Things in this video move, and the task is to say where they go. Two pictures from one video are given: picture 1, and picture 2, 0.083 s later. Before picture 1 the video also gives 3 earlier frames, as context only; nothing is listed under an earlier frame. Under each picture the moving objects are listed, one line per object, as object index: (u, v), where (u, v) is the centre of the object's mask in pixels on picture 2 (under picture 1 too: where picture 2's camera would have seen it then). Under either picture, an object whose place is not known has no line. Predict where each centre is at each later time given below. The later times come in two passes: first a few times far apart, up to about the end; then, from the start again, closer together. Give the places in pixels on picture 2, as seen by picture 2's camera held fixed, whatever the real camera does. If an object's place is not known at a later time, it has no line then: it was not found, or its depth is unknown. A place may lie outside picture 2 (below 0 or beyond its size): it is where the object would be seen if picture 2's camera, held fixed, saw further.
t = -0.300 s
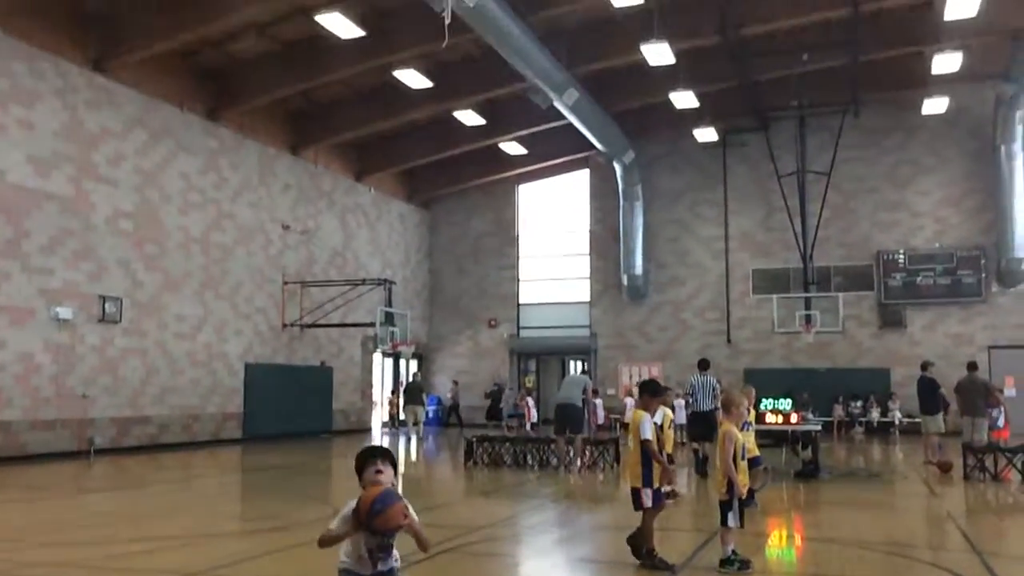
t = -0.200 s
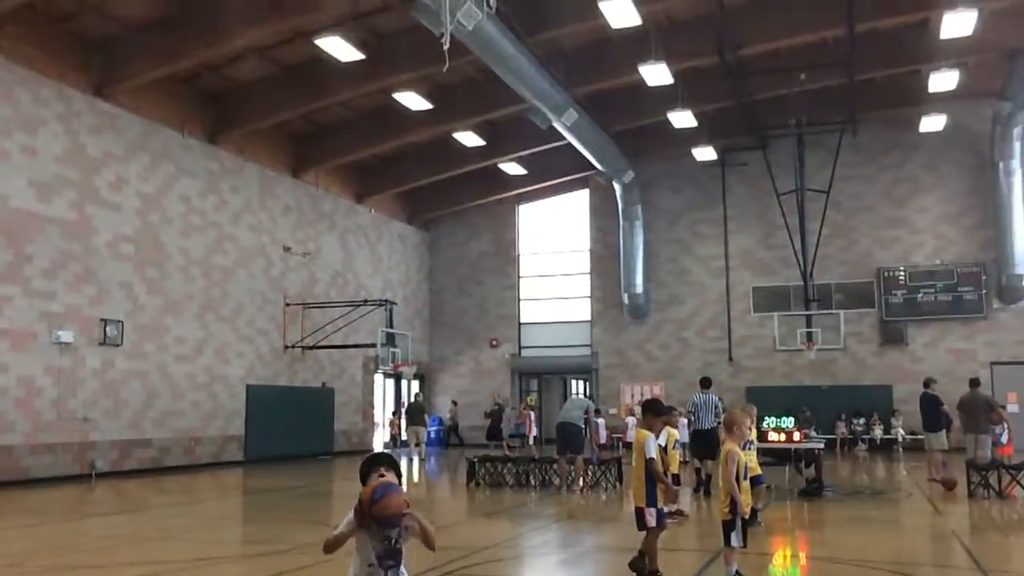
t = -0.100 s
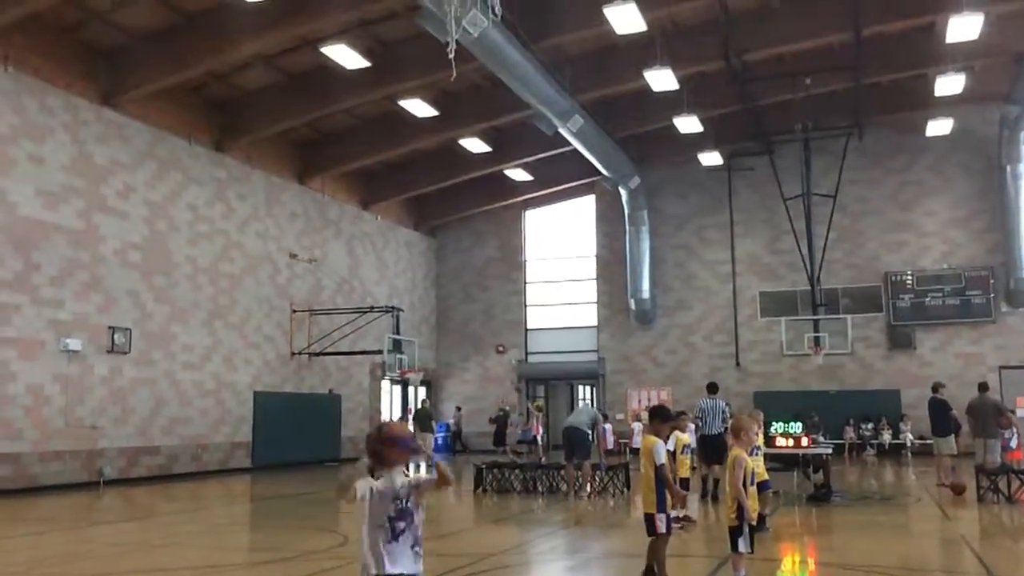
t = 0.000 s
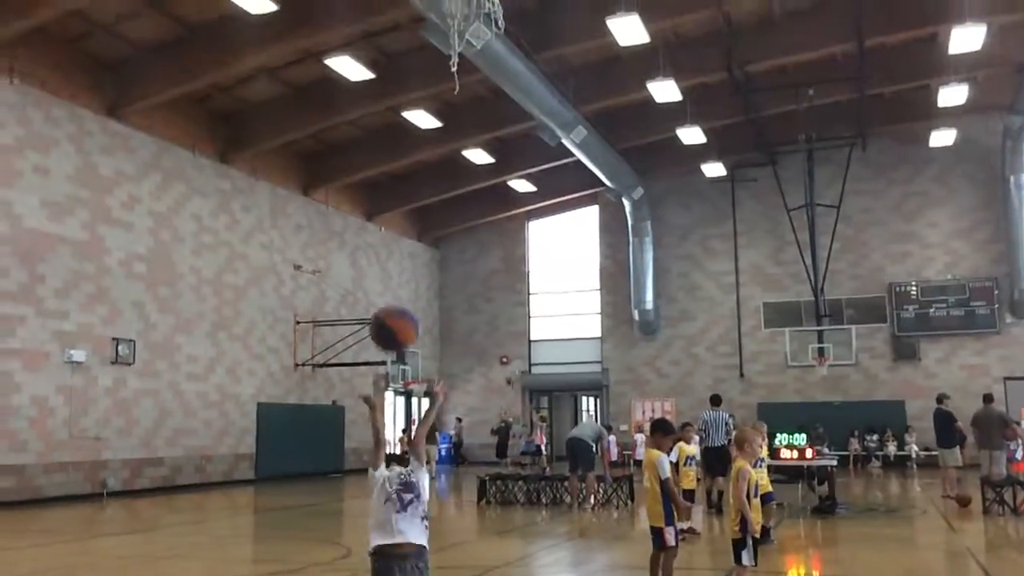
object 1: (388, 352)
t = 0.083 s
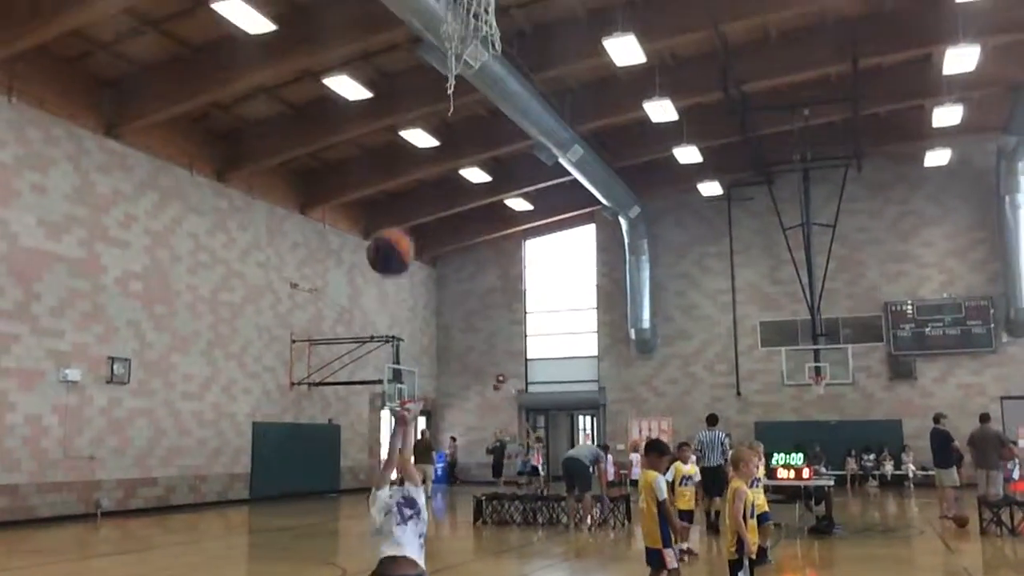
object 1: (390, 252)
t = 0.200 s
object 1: (392, 145)
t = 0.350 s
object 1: (390, 57)
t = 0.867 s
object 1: (390, 89)
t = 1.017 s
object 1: (388, 194)
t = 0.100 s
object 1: (390, 234)
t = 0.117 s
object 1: (390, 218)
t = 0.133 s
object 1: (395, 199)
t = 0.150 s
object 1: (394, 185)
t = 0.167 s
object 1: (392, 174)
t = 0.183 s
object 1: (392, 159)
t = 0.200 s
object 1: (392, 145)
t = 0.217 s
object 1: (393, 133)
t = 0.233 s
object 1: (390, 123)
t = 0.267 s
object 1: (392, 103)
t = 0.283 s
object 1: (391, 91)
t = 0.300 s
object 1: (391, 84)
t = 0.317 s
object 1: (391, 74)
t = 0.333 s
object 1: (390, 67)
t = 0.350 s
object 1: (390, 57)
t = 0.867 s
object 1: (390, 89)
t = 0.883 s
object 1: (390, 100)
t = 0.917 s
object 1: (387, 120)
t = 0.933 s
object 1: (387, 131)
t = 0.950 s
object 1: (386, 143)
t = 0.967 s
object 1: (387, 155)
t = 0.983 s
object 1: (387, 168)
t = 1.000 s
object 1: (387, 181)
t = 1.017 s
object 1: (388, 194)
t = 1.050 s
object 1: (385, 226)
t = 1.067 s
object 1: (385, 243)
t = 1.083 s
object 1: (384, 259)
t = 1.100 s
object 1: (384, 277)
